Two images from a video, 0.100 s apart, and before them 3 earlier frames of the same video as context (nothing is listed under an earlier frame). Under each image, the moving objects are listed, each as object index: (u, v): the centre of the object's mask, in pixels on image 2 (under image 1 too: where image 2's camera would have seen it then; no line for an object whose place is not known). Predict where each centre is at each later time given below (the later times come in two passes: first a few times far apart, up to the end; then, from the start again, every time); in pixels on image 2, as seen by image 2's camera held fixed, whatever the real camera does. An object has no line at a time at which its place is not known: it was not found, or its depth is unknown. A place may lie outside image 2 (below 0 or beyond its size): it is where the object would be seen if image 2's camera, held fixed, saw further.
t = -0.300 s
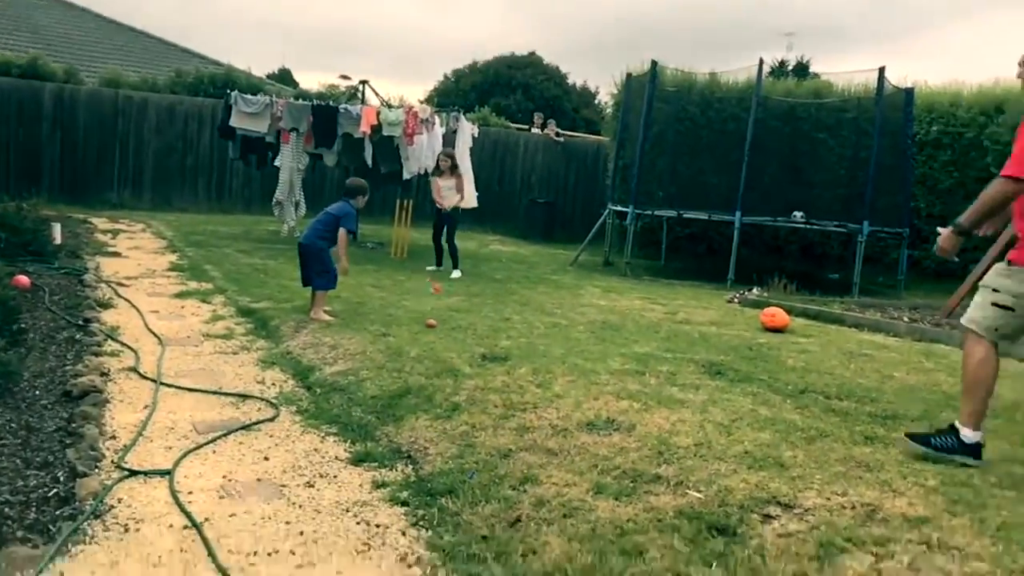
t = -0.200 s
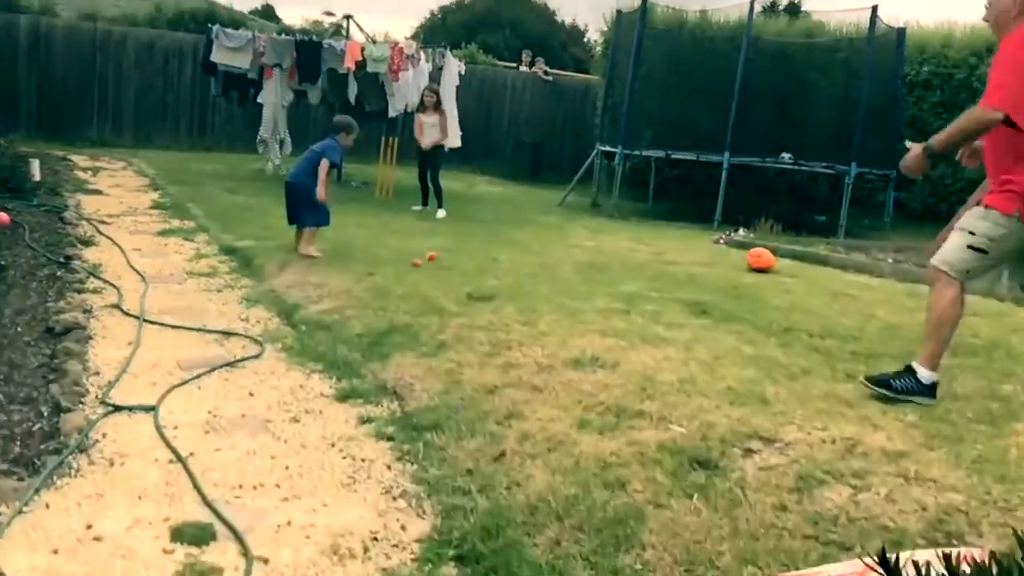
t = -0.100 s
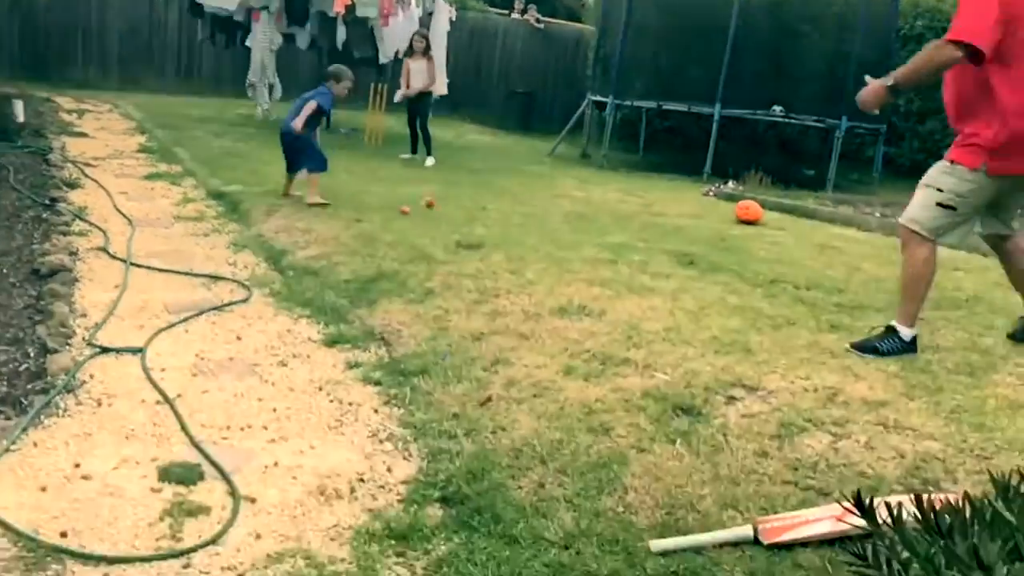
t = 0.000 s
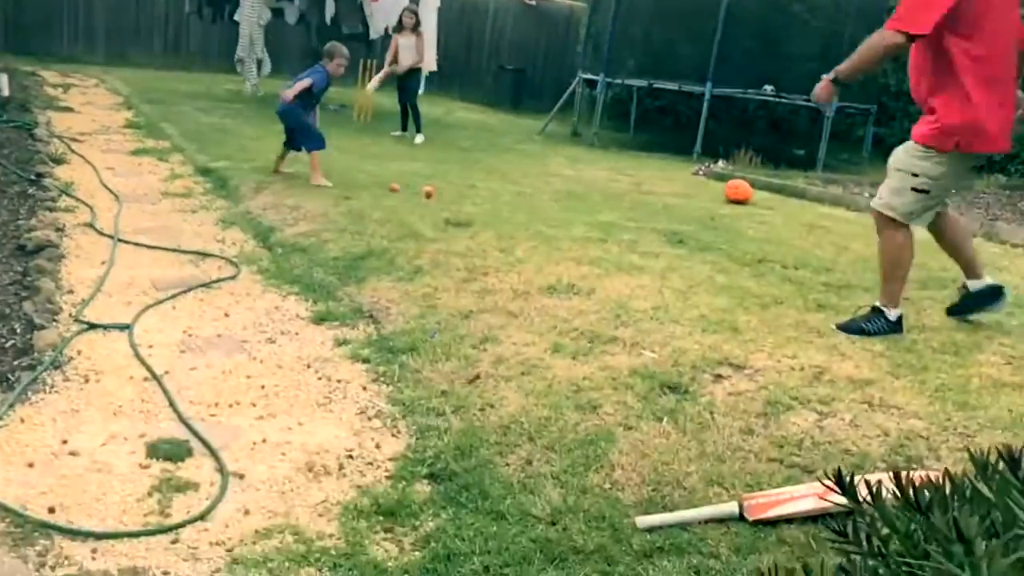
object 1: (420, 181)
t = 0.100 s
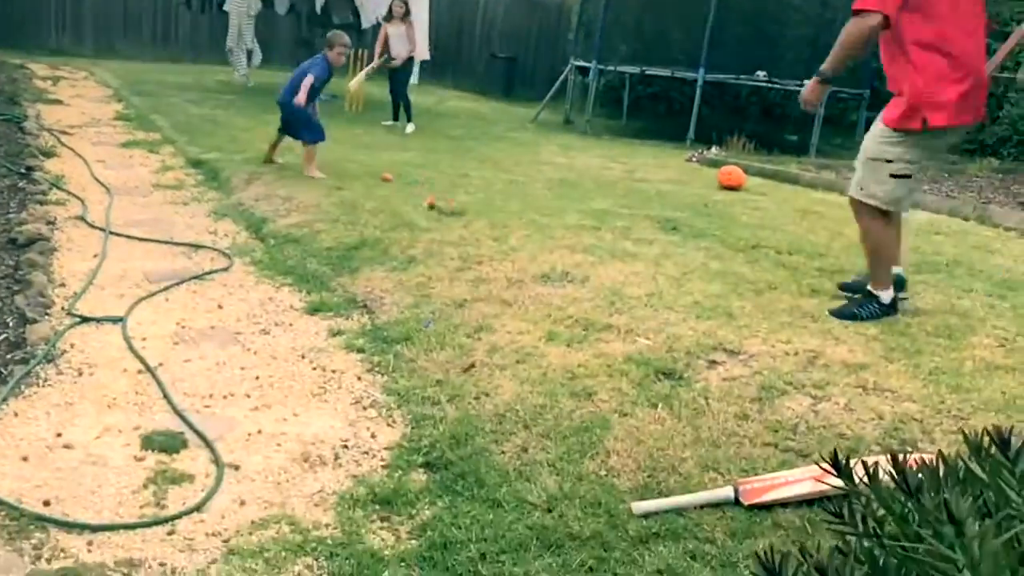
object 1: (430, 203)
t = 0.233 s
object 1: (451, 212)
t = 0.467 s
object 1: (483, 282)
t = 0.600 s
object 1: (498, 337)
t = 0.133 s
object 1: (436, 202)
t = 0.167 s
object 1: (441, 204)
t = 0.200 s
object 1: (445, 207)
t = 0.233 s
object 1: (451, 212)
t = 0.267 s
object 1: (456, 220)
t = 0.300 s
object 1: (460, 228)
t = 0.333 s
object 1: (466, 242)
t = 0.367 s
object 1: (469, 261)
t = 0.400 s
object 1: (475, 267)
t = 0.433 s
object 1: (480, 274)
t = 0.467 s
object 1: (483, 282)
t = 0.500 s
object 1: (487, 291)
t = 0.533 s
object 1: (492, 307)
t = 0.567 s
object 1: (494, 322)
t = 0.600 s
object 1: (498, 337)
